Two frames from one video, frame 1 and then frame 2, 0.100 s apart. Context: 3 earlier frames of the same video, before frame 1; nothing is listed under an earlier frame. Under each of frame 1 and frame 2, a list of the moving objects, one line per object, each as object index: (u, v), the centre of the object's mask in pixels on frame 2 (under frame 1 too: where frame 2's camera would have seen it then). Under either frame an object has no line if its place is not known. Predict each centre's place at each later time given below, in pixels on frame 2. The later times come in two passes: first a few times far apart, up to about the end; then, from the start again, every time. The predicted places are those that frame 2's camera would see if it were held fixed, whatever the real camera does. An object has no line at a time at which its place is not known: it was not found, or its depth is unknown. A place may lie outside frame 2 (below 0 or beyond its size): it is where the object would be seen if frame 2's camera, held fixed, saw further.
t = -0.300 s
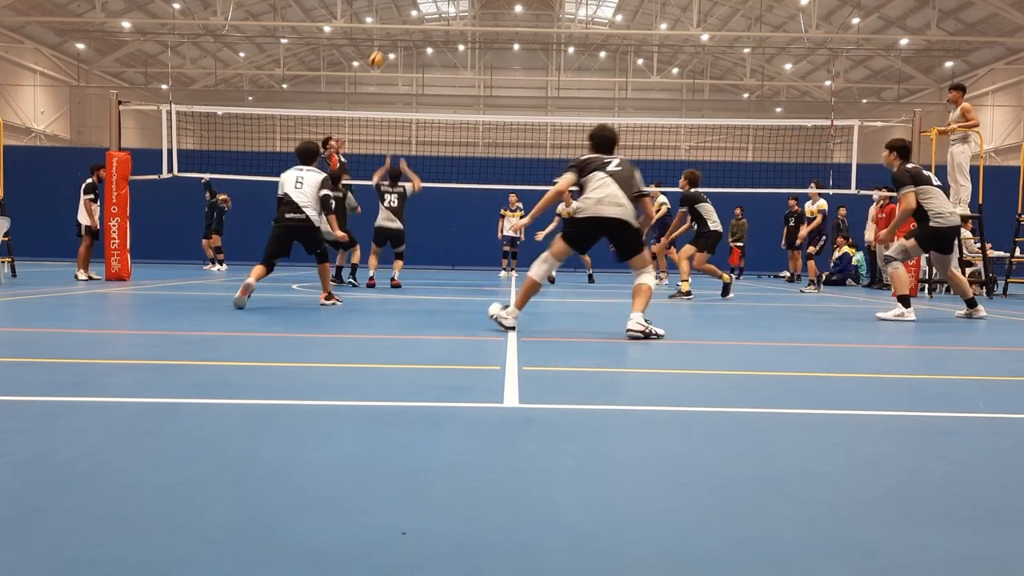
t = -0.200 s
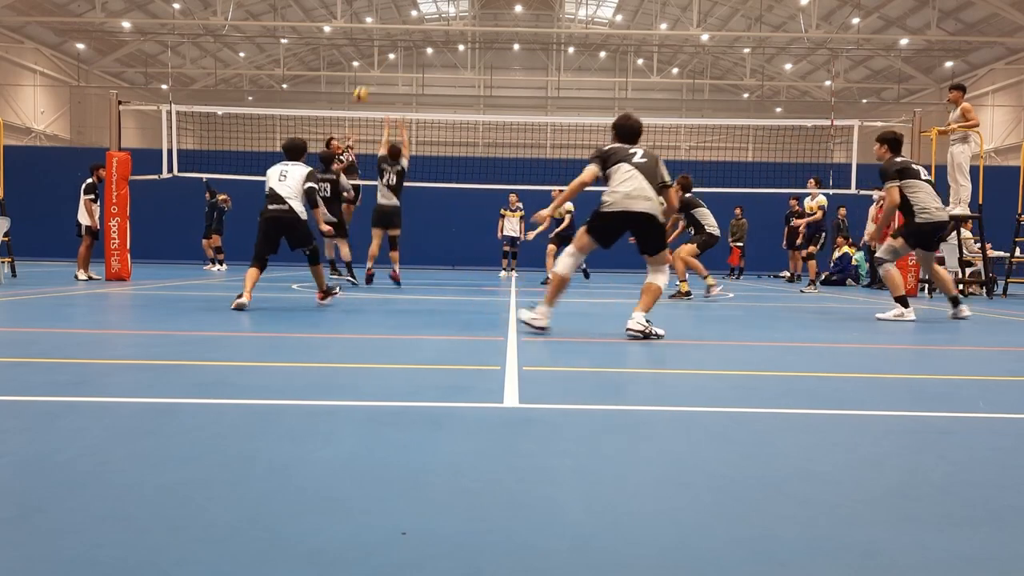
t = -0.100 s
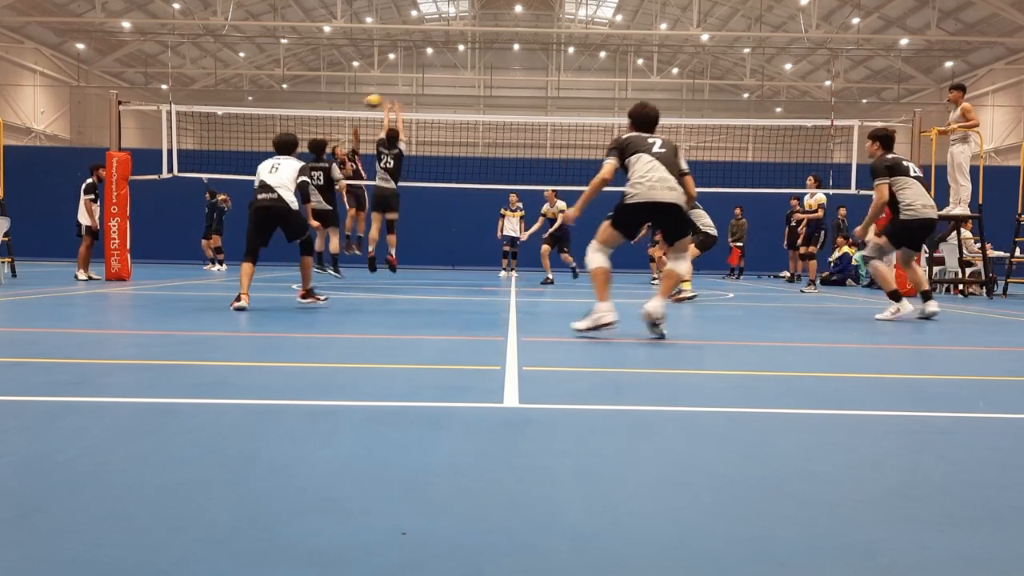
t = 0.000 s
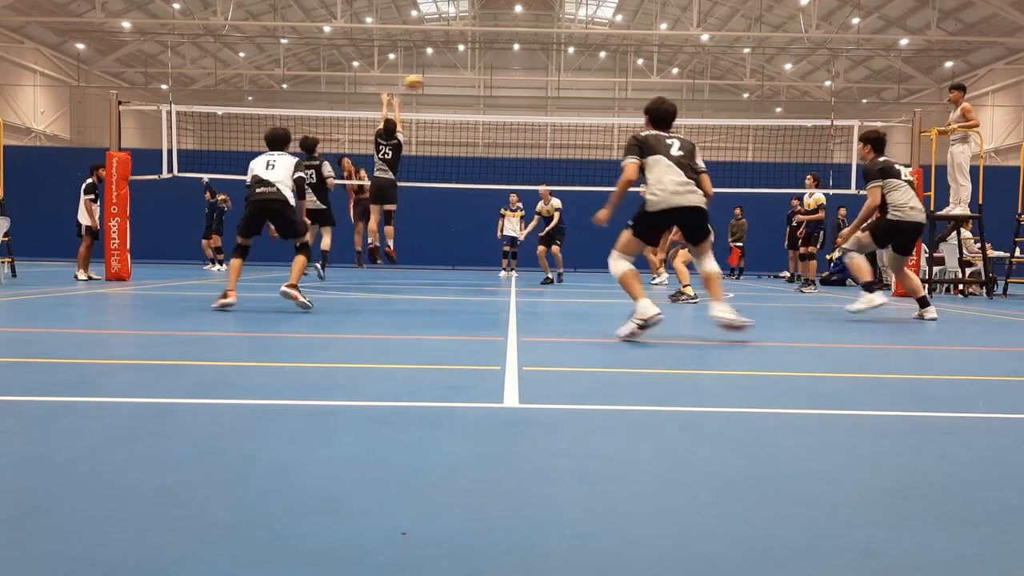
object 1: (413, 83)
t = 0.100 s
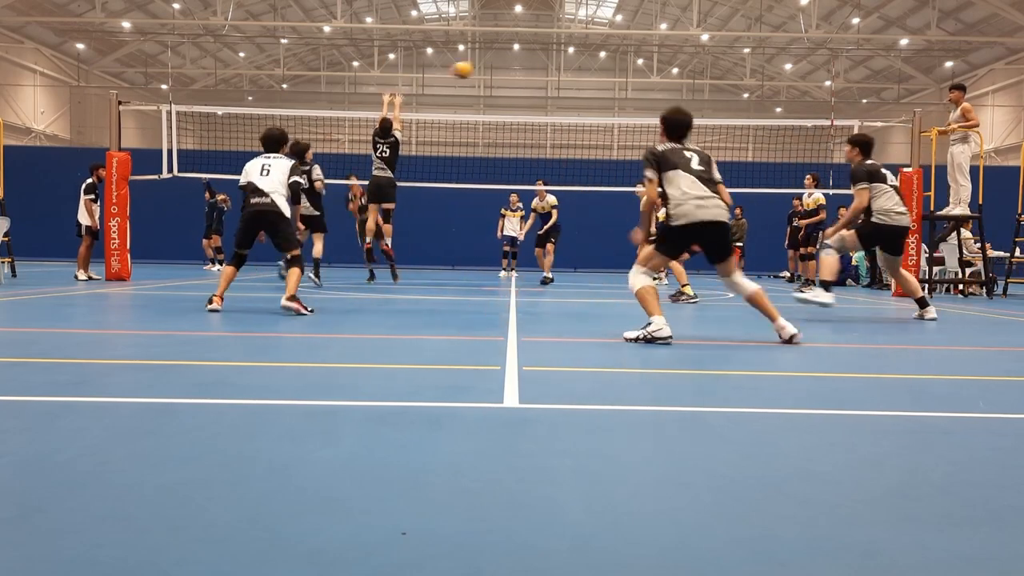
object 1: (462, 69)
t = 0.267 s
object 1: (569, 71)
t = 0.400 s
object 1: (690, 106)
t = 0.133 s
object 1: (481, 67)
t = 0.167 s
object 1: (500, 66)
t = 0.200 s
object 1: (521, 66)
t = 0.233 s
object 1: (543, 68)
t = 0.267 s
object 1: (569, 71)
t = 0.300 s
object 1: (595, 77)
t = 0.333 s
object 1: (624, 84)
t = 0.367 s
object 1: (654, 94)
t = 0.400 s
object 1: (690, 106)
